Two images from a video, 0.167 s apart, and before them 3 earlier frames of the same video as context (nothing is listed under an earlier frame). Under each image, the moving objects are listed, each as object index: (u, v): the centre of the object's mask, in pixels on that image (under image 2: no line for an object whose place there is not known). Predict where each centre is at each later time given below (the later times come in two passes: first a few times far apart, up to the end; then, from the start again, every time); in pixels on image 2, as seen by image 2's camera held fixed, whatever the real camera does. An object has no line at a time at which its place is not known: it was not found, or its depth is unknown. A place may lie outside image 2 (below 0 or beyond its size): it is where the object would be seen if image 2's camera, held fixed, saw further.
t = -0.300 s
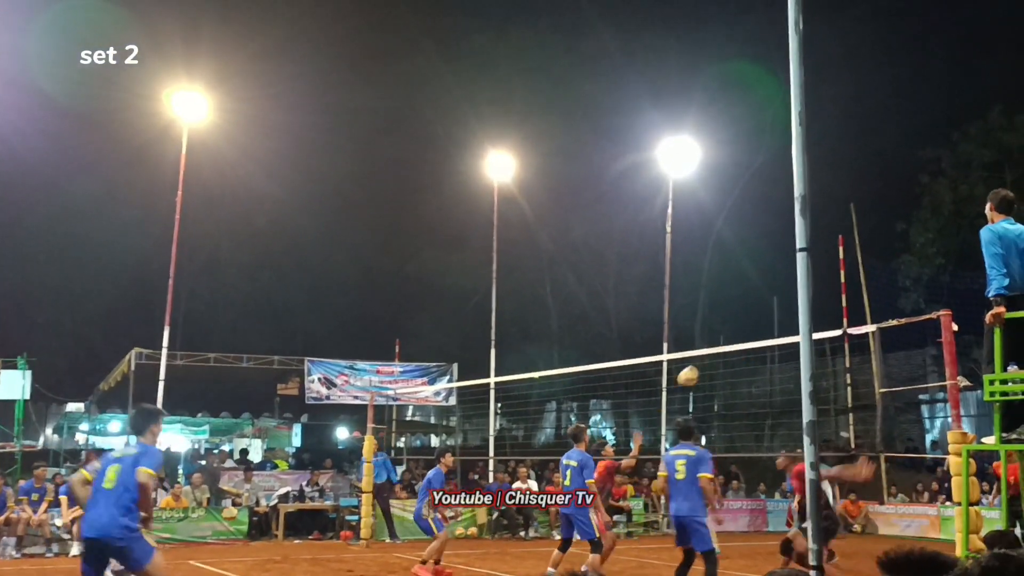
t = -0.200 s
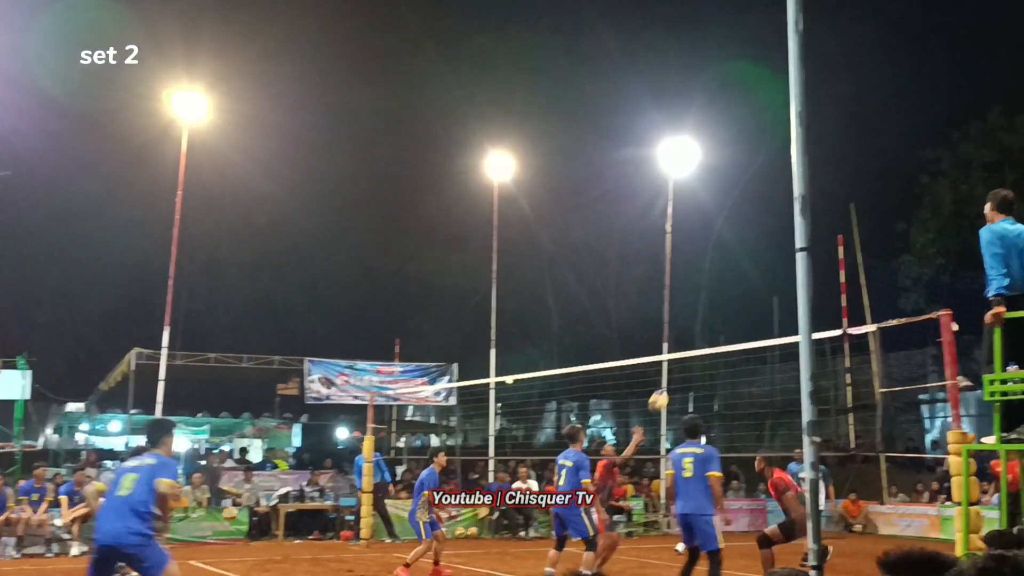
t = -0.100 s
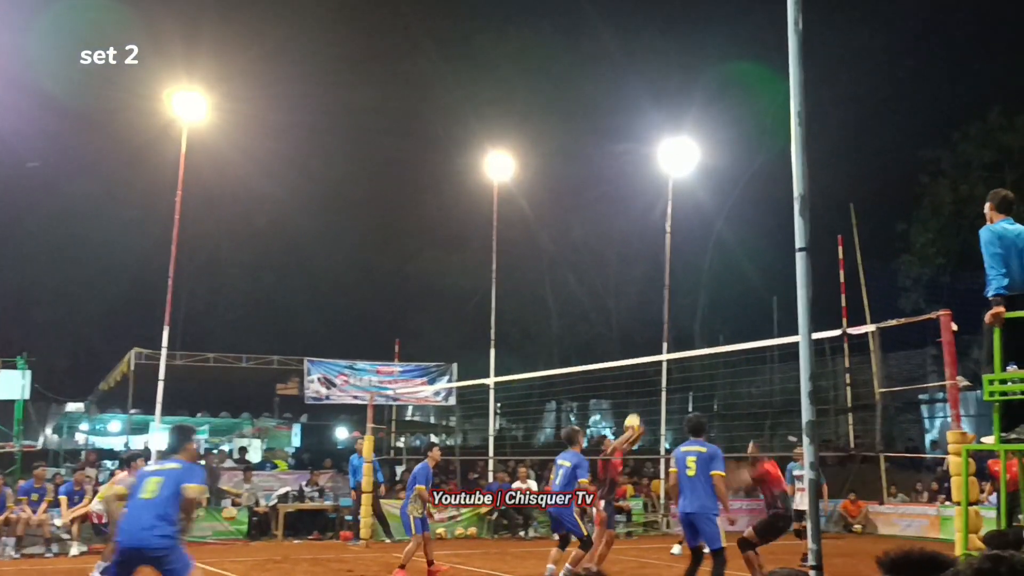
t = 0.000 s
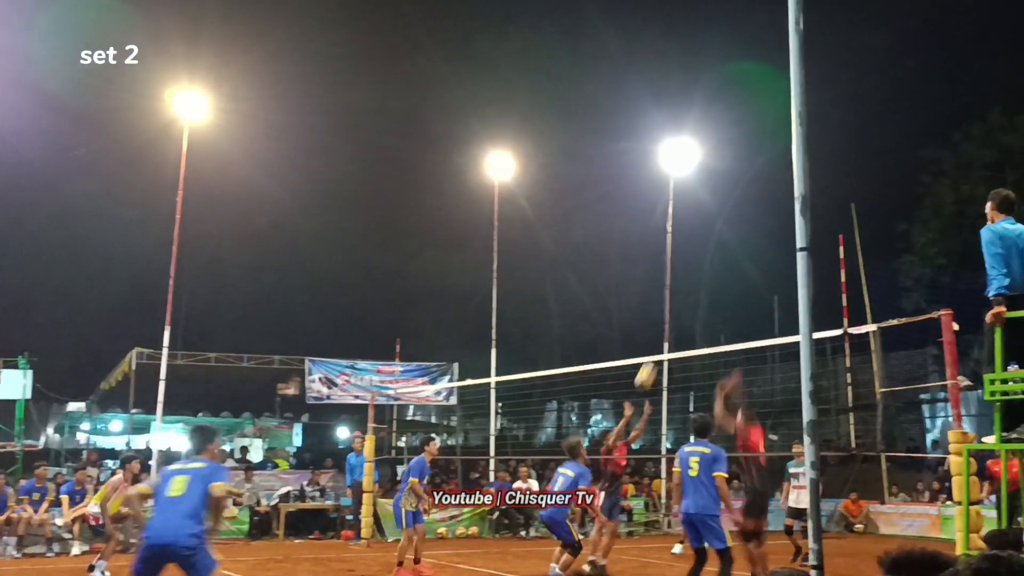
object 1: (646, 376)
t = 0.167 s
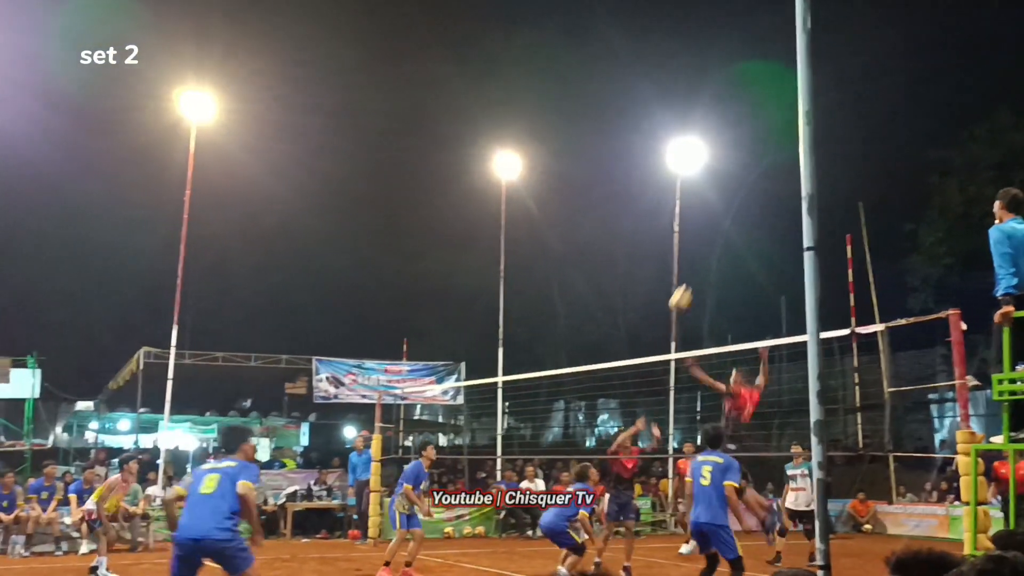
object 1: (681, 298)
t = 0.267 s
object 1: (699, 262)
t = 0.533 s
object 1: (750, 202)
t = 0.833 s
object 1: (824, 208)
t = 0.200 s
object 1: (687, 285)
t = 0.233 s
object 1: (693, 273)
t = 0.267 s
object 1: (699, 262)
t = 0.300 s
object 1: (705, 251)
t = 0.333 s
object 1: (711, 241)
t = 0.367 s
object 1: (717, 232)
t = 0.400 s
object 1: (724, 224)
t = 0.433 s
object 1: (730, 218)
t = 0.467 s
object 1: (737, 211)
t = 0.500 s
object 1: (743, 206)
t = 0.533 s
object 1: (750, 202)
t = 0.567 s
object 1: (757, 198)
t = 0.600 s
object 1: (764, 196)
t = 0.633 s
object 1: (771, 195)
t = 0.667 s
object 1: (779, 194)
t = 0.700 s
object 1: (786, 194)
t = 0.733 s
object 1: (791, 196)
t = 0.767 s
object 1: (795, 199)
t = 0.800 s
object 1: (799, 202)
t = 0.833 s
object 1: (824, 208)
